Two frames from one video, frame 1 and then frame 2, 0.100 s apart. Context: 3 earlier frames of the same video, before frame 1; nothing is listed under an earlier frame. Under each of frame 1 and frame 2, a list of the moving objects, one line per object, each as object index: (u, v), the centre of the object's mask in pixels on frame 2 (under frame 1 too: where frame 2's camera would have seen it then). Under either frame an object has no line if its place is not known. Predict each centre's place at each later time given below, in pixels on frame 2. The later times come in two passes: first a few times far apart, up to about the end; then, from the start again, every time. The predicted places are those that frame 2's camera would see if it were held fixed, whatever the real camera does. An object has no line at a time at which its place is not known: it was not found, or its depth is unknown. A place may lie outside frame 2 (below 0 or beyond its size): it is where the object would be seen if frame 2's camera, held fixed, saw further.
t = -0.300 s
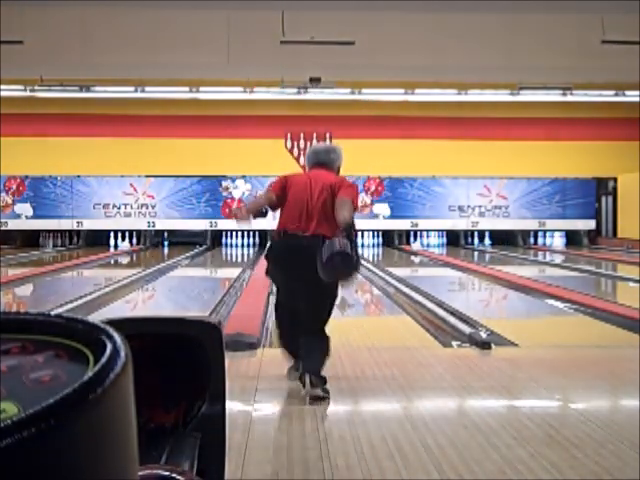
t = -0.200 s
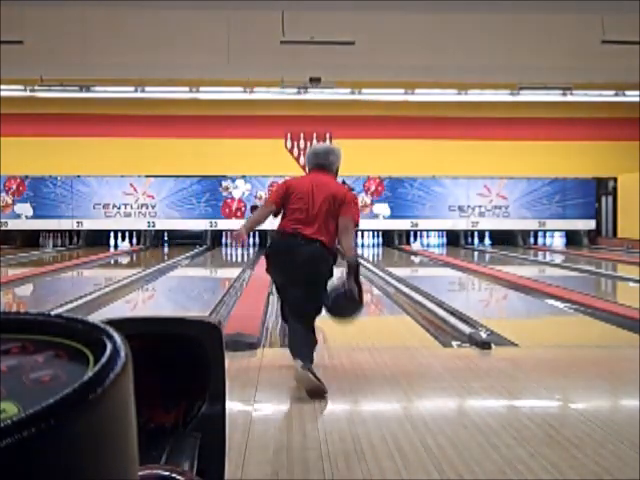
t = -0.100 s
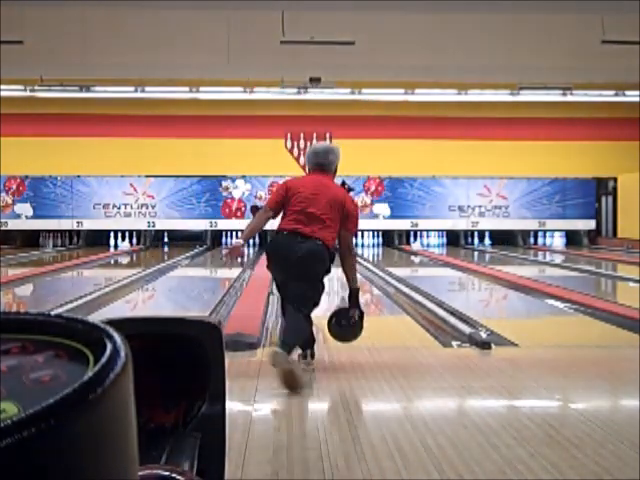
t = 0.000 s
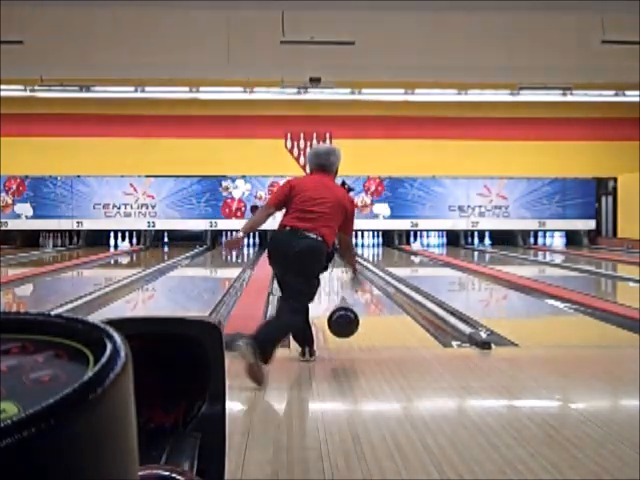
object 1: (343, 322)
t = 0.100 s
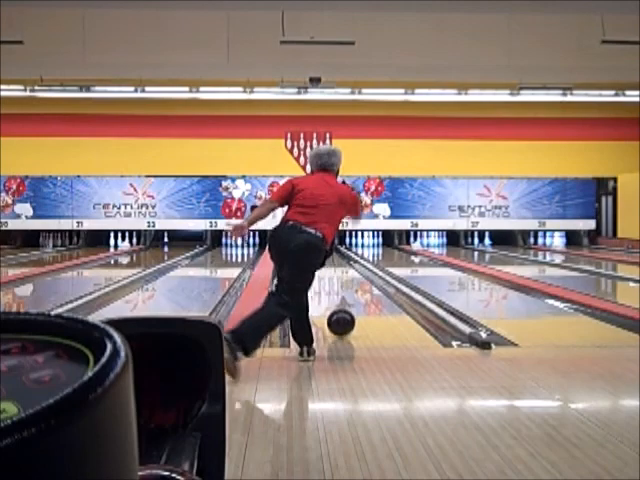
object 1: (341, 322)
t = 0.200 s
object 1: (339, 312)
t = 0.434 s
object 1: (336, 294)
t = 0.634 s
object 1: (335, 284)
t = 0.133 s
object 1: (340, 318)
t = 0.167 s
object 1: (339, 316)
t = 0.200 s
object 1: (339, 312)
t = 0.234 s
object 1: (338, 309)
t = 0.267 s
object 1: (338, 306)
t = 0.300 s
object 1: (337, 303)
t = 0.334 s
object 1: (337, 301)
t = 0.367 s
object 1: (337, 299)
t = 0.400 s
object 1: (336, 297)
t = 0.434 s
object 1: (336, 294)
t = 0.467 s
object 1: (335, 292)
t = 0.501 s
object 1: (335, 290)
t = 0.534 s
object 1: (334, 288)
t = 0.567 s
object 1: (334, 286)
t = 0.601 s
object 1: (335, 285)
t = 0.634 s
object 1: (335, 284)
